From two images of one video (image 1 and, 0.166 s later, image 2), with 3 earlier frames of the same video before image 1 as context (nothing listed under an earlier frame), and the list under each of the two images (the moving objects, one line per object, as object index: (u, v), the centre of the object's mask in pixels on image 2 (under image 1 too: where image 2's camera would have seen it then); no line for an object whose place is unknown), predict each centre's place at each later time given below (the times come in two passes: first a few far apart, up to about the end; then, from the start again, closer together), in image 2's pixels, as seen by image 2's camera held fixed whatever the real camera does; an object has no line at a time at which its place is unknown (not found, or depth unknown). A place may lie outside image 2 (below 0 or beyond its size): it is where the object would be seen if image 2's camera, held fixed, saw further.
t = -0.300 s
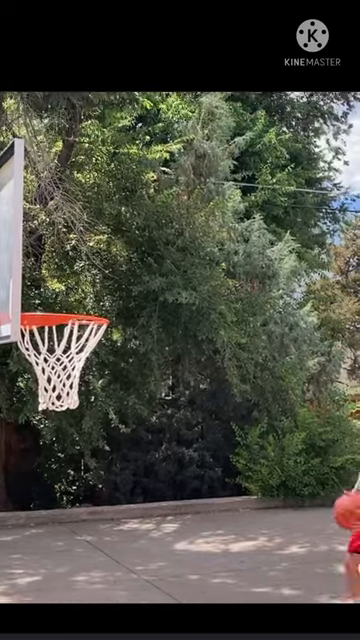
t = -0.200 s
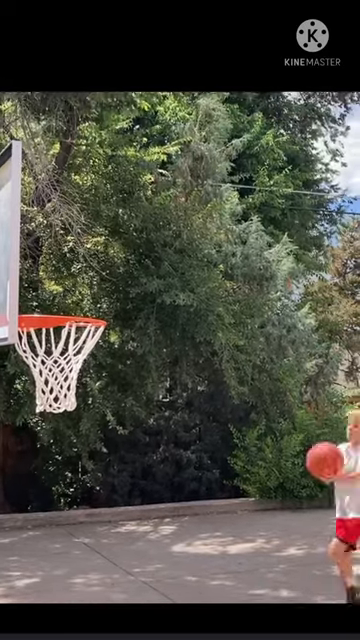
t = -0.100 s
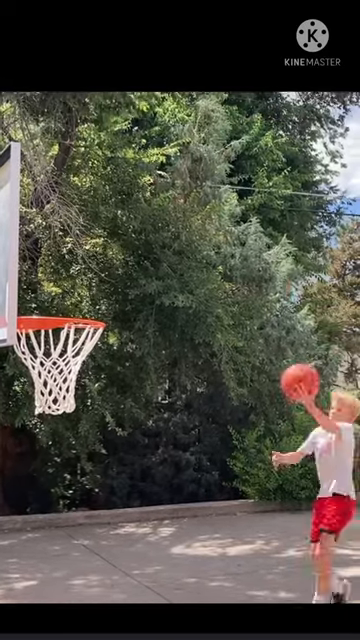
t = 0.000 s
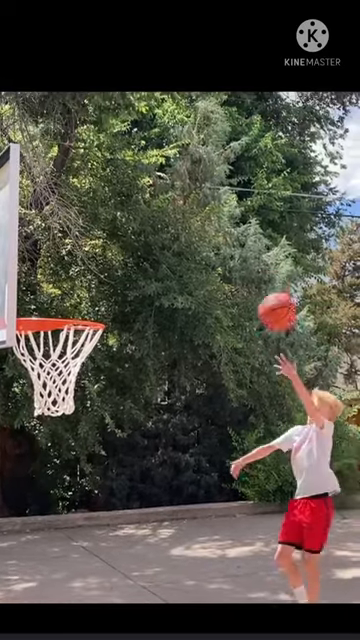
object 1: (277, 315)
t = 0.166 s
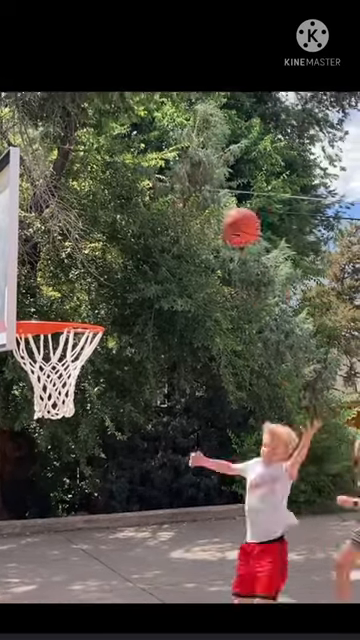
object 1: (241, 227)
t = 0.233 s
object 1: (226, 204)
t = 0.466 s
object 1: (175, 178)
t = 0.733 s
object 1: (118, 253)
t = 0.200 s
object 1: (233, 215)
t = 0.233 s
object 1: (226, 204)
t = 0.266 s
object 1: (219, 194)
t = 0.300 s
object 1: (211, 188)
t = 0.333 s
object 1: (205, 183)
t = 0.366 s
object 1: (197, 178)
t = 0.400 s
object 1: (191, 177)
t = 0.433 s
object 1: (183, 176)
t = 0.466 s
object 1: (175, 178)
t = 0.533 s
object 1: (161, 185)
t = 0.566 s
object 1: (153, 191)
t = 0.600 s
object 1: (147, 201)
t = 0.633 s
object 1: (139, 211)
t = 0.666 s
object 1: (132, 224)
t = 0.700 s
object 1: (125, 237)
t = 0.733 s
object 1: (118, 253)
